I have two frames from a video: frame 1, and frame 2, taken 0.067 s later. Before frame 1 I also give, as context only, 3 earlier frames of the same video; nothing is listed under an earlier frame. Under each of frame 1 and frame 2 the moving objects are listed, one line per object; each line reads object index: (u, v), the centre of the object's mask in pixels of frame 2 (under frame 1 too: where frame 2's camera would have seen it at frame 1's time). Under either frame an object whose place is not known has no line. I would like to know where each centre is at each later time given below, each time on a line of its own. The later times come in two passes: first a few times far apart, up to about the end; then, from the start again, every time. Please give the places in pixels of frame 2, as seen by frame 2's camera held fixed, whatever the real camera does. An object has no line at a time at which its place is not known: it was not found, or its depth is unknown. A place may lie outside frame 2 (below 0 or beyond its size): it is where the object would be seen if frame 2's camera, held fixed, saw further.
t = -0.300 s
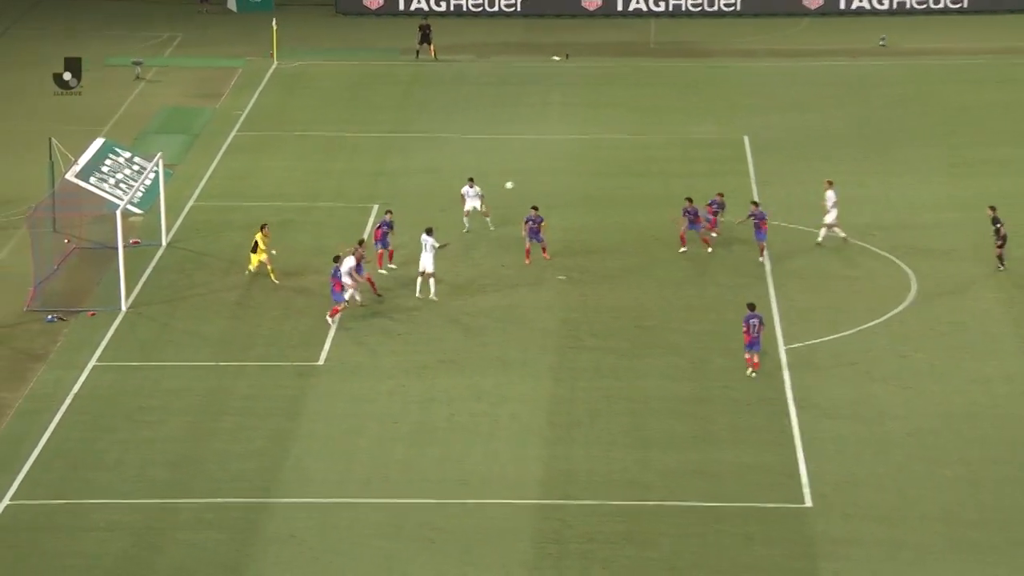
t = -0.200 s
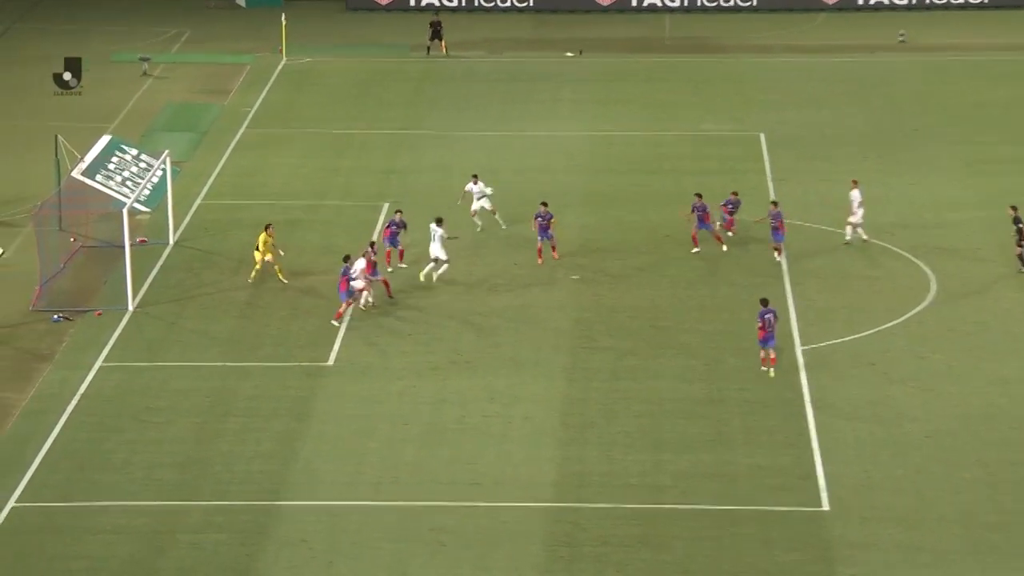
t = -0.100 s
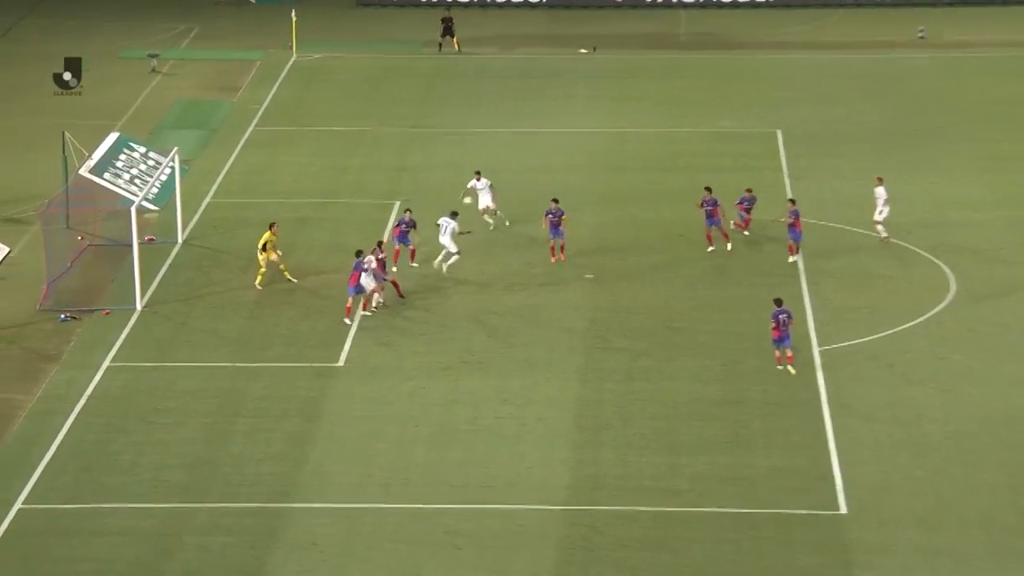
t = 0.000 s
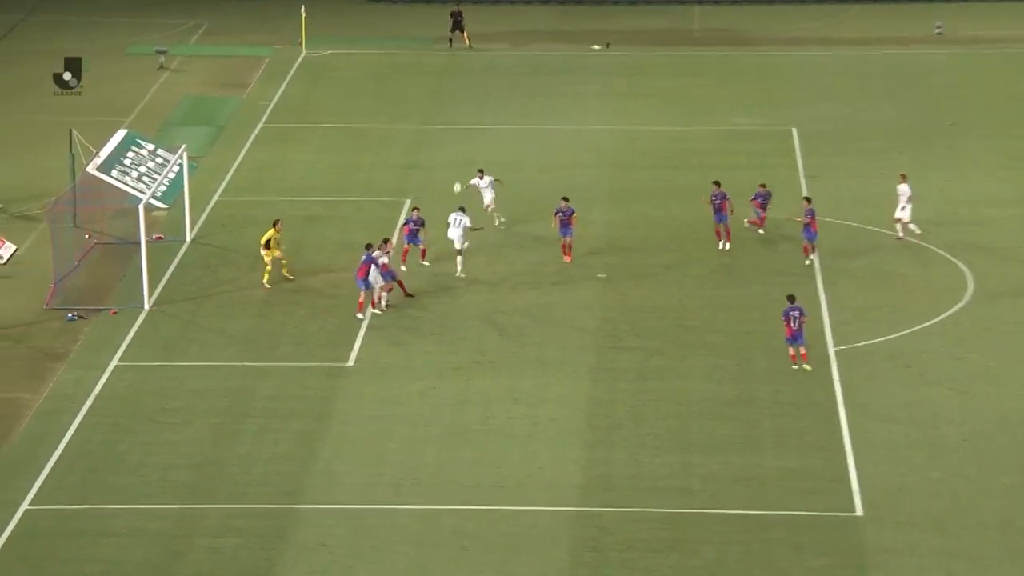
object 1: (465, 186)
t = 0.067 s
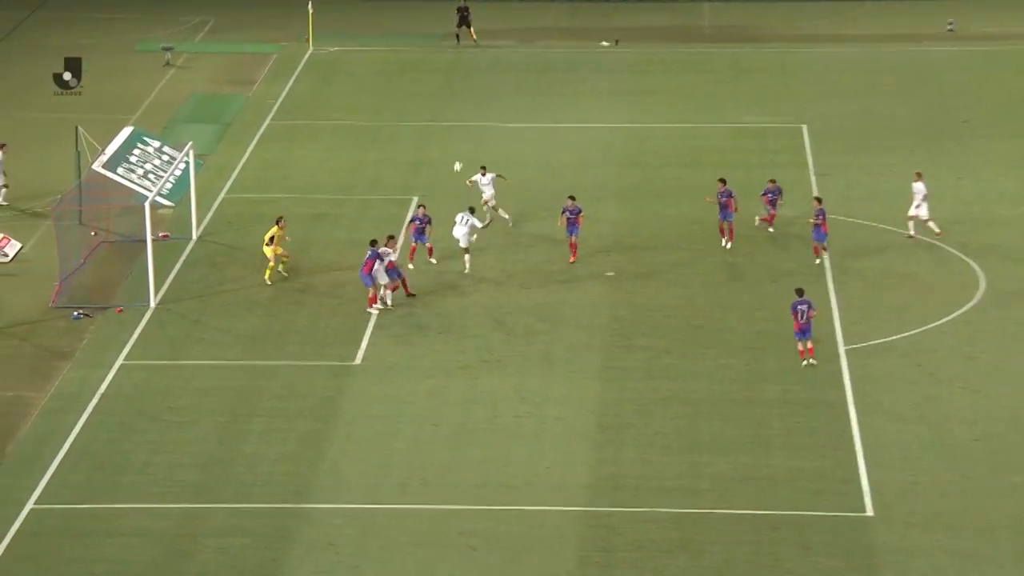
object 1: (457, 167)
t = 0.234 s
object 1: (441, 127)
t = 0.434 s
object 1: (422, 94)
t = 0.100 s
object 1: (454, 158)
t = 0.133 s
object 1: (451, 149)
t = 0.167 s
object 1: (447, 141)
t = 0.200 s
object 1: (444, 134)
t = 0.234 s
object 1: (441, 127)
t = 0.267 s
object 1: (438, 119)
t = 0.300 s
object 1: (434, 114)
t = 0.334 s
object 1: (431, 108)
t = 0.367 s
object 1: (428, 103)
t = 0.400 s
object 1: (426, 98)
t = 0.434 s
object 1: (422, 94)
